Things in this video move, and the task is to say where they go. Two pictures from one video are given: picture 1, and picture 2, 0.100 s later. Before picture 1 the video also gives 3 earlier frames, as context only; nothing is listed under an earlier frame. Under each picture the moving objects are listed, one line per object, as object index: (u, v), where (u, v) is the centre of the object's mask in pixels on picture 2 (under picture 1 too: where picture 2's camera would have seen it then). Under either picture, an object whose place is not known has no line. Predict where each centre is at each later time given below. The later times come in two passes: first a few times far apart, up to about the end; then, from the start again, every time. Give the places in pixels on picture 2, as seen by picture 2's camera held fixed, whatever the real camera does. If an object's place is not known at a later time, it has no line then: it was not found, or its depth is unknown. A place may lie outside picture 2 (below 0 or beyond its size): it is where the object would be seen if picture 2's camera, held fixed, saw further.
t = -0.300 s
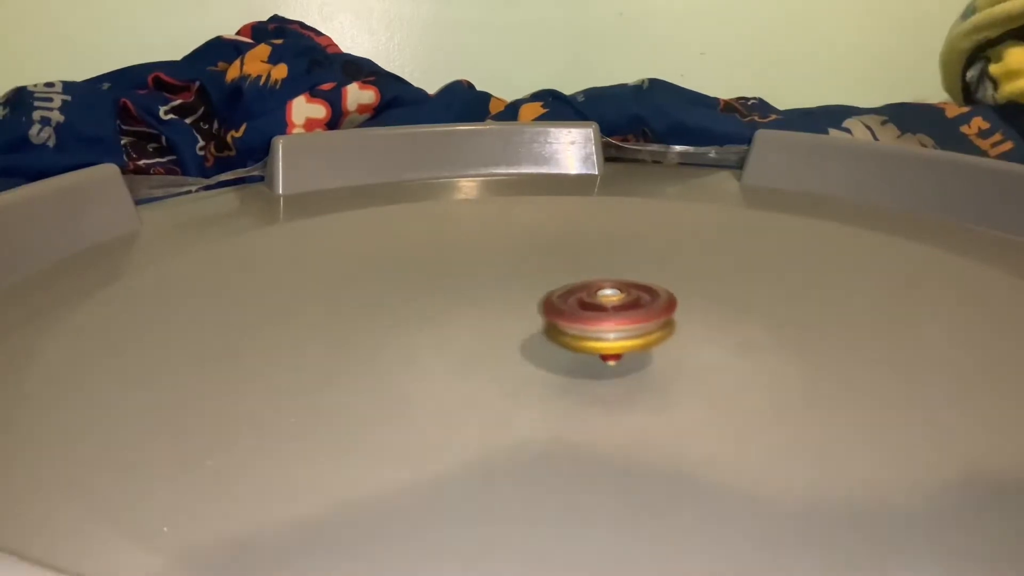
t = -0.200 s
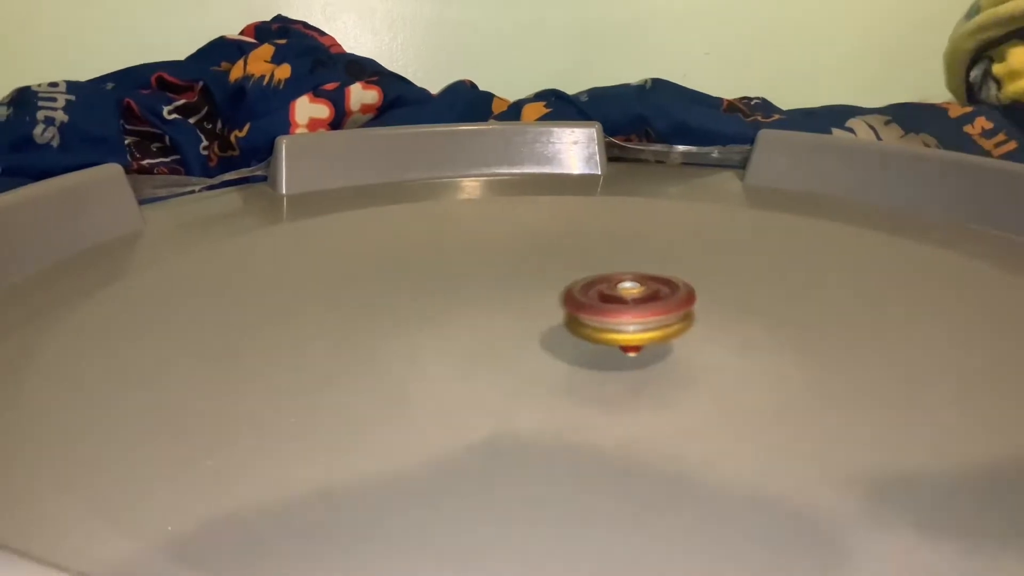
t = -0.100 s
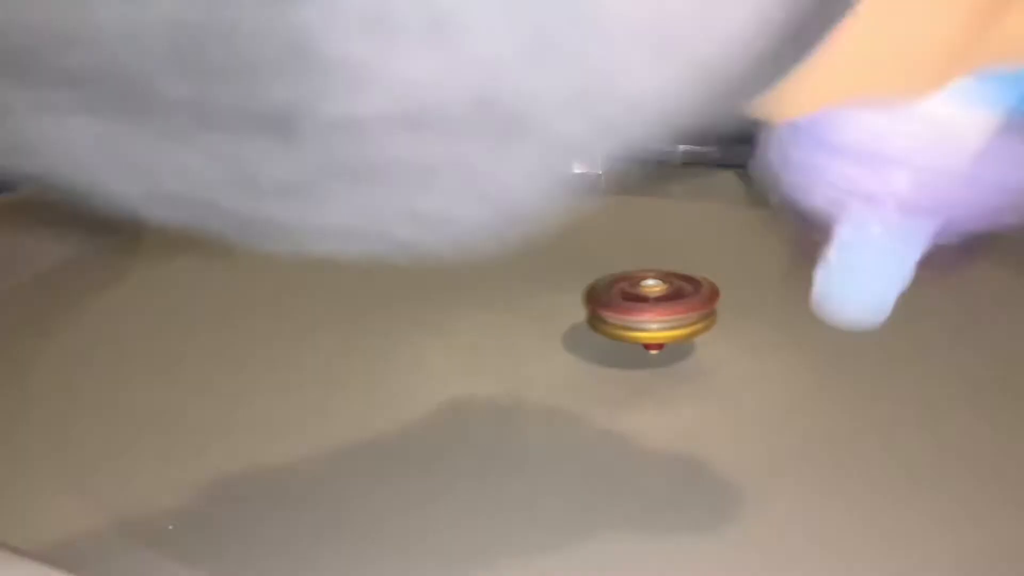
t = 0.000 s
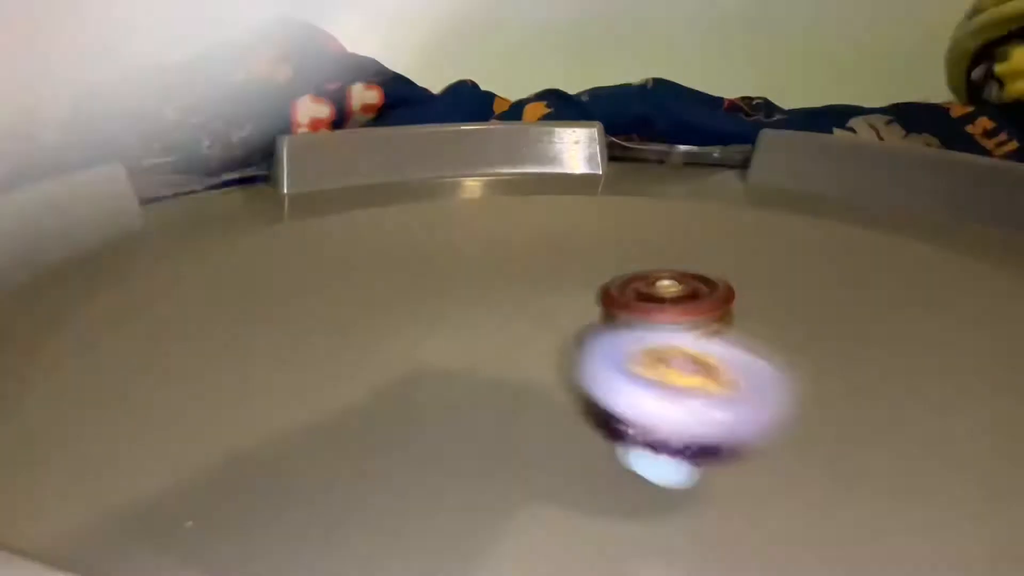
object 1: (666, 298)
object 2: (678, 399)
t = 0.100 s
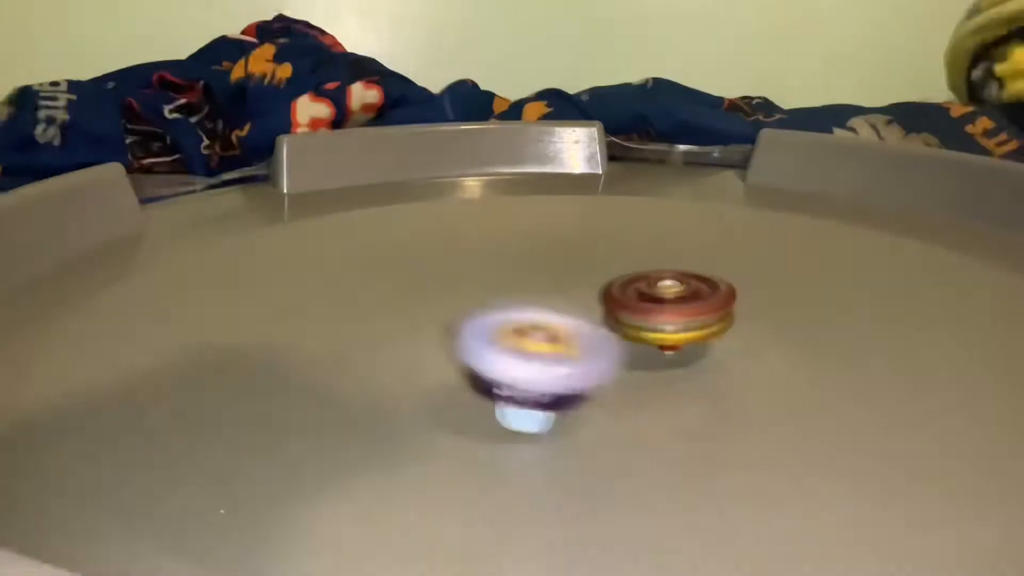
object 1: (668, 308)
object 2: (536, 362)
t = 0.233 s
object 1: (666, 309)
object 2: (411, 302)
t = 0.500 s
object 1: (595, 315)
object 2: (359, 248)
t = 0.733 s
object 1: (572, 297)
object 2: (479, 248)
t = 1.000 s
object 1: (614, 306)
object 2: (395, 256)
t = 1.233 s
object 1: (560, 315)
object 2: (377, 223)
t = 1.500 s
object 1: (537, 304)
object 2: (484, 248)
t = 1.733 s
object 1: (574, 315)
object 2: (419, 249)
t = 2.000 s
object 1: (555, 330)
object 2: (393, 218)
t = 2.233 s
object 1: (539, 322)
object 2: (474, 236)
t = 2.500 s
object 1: (598, 331)
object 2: (438, 277)
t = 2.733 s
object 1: (598, 345)
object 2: (326, 261)
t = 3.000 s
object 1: (580, 339)
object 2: (366, 254)
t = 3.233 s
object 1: (593, 322)
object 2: (446, 296)
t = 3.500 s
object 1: (646, 318)
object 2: (495, 357)
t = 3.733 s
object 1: (636, 325)
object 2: (474, 411)
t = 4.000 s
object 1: (593, 316)
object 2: (403, 394)
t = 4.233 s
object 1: (590, 295)
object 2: (534, 357)
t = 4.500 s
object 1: (590, 299)
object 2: (704, 331)
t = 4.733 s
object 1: (588, 311)
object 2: (841, 320)
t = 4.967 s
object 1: (556, 316)
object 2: (884, 335)
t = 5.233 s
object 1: (539, 315)
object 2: (740, 331)
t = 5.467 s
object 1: (533, 316)
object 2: (695, 308)
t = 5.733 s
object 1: (543, 326)
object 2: (796, 288)
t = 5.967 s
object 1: (551, 330)
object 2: (856, 291)
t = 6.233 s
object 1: (569, 333)
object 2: (765, 308)
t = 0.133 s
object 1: (667, 308)
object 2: (497, 344)
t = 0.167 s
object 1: (668, 308)
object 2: (465, 329)
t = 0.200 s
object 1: (668, 308)
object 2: (438, 314)
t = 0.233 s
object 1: (666, 309)
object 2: (411, 302)
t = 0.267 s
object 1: (661, 310)
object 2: (387, 293)
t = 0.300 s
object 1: (655, 312)
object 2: (367, 285)
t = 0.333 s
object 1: (647, 314)
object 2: (350, 278)
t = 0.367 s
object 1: (637, 316)
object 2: (341, 271)
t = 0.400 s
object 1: (626, 318)
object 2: (337, 264)
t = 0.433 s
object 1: (615, 318)
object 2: (339, 258)
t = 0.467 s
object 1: (606, 317)
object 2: (347, 253)
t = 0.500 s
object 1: (595, 315)
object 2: (359, 248)
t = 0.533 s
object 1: (585, 314)
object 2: (375, 245)
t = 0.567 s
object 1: (577, 312)
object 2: (394, 244)
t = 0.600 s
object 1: (572, 309)
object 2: (415, 245)
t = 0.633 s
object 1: (568, 306)
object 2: (436, 248)
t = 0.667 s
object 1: (565, 302)
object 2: (457, 251)
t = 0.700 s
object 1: (565, 299)
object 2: (474, 256)
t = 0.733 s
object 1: (572, 297)
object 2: (479, 248)
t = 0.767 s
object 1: (584, 298)
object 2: (472, 245)
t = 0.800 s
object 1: (596, 297)
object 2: (464, 260)
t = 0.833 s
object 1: (603, 297)
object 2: (455, 261)
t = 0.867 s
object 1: (609, 297)
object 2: (446, 263)
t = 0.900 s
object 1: (613, 299)
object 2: (435, 263)
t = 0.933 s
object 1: (616, 301)
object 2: (423, 261)
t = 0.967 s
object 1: (616, 303)
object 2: (409, 259)
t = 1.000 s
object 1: (614, 306)
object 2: (395, 256)
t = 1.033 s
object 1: (609, 309)
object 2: (381, 252)
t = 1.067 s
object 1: (602, 311)
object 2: (369, 246)
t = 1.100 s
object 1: (593, 313)
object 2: (362, 241)
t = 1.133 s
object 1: (583, 315)
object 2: (358, 235)
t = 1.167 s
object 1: (573, 316)
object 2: (359, 230)
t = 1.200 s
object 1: (566, 316)
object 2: (366, 226)
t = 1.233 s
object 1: (560, 315)
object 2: (377, 223)
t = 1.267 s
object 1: (556, 313)
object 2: (389, 222)
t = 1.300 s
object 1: (553, 312)
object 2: (405, 222)
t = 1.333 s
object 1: (550, 311)
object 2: (422, 224)
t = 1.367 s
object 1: (547, 310)
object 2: (438, 228)
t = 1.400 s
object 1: (544, 309)
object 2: (454, 234)
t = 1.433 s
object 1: (540, 307)
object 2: (467, 240)
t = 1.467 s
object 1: (538, 306)
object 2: (478, 244)
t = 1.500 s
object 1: (537, 304)
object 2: (484, 248)
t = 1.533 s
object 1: (545, 306)
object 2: (476, 241)
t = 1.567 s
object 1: (552, 309)
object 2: (463, 246)
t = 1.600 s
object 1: (556, 310)
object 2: (451, 251)
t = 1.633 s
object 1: (560, 310)
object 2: (441, 253)
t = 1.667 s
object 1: (565, 311)
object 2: (433, 253)
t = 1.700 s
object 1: (570, 313)
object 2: (426, 251)
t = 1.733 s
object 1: (574, 315)
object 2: (419, 249)
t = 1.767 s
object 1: (577, 316)
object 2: (411, 246)
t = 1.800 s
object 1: (577, 317)
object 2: (403, 242)
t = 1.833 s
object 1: (575, 320)
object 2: (395, 238)
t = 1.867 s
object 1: (574, 323)
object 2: (389, 234)
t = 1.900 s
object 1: (571, 326)
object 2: (386, 229)
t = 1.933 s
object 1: (568, 328)
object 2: (385, 225)
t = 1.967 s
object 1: (562, 329)
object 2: (388, 221)
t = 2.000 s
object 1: (555, 330)
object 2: (393, 218)
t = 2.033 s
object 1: (549, 330)
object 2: (404, 216)
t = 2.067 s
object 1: (543, 329)
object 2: (414, 216)
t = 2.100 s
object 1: (539, 328)
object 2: (428, 217)
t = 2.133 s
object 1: (536, 326)
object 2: (440, 220)
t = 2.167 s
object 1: (535, 325)
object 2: (453, 225)
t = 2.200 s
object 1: (536, 323)
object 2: (464, 231)
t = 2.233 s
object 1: (539, 322)
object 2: (474, 236)
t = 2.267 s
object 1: (544, 321)
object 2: (482, 244)
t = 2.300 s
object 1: (551, 321)
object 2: (486, 251)
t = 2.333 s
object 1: (558, 320)
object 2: (489, 258)
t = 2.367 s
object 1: (566, 320)
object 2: (491, 266)
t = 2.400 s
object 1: (575, 322)
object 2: (485, 270)
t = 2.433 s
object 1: (585, 325)
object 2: (471, 275)
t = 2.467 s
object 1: (593, 328)
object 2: (455, 277)
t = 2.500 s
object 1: (598, 331)
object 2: (438, 277)
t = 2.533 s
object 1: (601, 334)
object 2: (419, 276)
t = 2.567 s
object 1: (602, 336)
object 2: (400, 275)
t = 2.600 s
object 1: (602, 339)
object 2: (381, 274)
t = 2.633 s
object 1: (601, 341)
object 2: (363, 272)
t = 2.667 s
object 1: (600, 342)
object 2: (347, 269)
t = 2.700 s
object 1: (599, 344)
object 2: (334, 266)
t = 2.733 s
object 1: (598, 345)
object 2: (326, 261)
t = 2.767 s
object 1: (597, 345)
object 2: (321, 257)
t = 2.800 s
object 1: (595, 346)
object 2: (320, 254)
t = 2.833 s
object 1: (593, 346)
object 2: (322, 251)
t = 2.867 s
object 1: (591, 345)
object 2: (326, 250)
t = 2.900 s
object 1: (588, 344)
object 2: (333, 250)
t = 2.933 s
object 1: (585, 343)
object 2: (343, 250)
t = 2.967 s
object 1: (583, 341)
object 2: (354, 251)
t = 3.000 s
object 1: (580, 339)
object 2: (366, 254)
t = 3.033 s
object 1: (578, 337)
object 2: (380, 258)
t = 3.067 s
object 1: (576, 334)
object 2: (392, 262)
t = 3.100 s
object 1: (575, 331)
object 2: (405, 268)
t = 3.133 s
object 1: (576, 328)
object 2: (416, 274)
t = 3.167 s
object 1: (580, 326)
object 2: (425, 281)
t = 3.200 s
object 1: (586, 324)
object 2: (435, 288)
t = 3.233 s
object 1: (593, 322)
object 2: (446, 296)
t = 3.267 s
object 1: (602, 320)
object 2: (455, 303)
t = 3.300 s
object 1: (610, 318)
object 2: (465, 311)
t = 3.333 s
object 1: (618, 317)
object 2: (473, 318)
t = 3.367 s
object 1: (625, 317)
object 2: (480, 325)
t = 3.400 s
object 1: (632, 317)
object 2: (485, 333)
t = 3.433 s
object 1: (638, 317)
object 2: (488, 340)
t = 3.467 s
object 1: (642, 317)
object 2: (493, 347)
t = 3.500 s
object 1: (646, 318)
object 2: (495, 357)
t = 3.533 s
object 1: (649, 319)
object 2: (499, 366)
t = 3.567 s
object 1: (650, 320)
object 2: (502, 375)
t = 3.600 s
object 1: (650, 322)
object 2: (502, 384)
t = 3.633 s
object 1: (649, 322)
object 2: (500, 392)
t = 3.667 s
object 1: (646, 324)
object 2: (494, 399)
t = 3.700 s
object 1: (641, 325)
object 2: (485, 407)
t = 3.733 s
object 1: (636, 325)
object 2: (474, 411)
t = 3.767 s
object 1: (630, 325)
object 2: (459, 416)
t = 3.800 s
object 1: (622, 325)
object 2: (442, 417)
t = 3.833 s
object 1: (616, 324)
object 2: (428, 415)
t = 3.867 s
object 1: (610, 323)
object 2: (415, 413)
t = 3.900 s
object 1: (604, 322)
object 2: (406, 411)
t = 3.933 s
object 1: (600, 320)
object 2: (400, 405)
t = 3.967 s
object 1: (597, 318)
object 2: (399, 400)
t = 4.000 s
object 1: (593, 316)
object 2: (403, 394)
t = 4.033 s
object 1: (589, 315)
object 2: (414, 387)
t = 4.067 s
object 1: (586, 314)
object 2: (428, 380)
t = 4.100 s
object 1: (584, 312)
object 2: (445, 375)
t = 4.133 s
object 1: (586, 309)
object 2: (466, 370)
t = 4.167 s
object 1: (588, 306)
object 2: (487, 365)
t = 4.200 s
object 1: (591, 301)
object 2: (510, 361)
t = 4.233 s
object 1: (590, 295)
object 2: (534, 357)
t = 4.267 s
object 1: (588, 288)
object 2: (558, 352)
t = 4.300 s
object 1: (583, 286)
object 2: (580, 350)
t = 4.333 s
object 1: (583, 285)
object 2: (602, 345)
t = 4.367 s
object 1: (580, 287)
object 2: (623, 341)
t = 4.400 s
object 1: (578, 289)
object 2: (643, 339)
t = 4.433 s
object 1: (581, 293)
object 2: (664, 336)
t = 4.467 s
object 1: (585, 297)
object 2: (684, 334)
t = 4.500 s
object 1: (590, 299)
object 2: (704, 331)
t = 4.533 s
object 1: (596, 301)
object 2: (725, 329)
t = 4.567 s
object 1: (599, 303)
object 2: (746, 327)
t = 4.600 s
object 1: (599, 304)
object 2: (766, 325)
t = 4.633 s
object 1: (598, 306)
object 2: (785, 323)
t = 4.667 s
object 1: (596, 307)
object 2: (805, 322)
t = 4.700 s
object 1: (592, 309)
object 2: (823, 321)
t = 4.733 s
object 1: (588, 311)
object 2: (841, 320)
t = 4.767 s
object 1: (585, 313)
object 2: (857, 320)
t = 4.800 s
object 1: (581, 315)
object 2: (871, 322)
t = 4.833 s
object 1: (573, 316)
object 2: (883, 324)
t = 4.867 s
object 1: (568, 317)
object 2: (889, 327)
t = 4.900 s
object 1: (563, 317)
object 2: (892, 330)
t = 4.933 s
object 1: (560, 316)
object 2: (891, 332)
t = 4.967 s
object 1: (556, 316)
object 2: (884, 335)
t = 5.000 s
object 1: (553, 315)
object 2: (875, 337)
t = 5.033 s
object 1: (550, 315)
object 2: (862, 339)
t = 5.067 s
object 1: (547, 315)
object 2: (844, 341)
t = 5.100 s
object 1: (545, 314)
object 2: (826, 341)
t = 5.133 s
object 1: (543, 314)
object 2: (805, 340)
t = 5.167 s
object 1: (541, 314)
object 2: (784, 338)
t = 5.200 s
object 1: (540, 315)
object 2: (761, 335)
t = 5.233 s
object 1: (539, 315)
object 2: (740, 331)
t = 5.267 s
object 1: (539, 315)
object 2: (721, 327)
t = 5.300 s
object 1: (538, 315)
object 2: (701, 323)
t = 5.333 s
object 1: (539, 316)
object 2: (681, 320)
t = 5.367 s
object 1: (534, 315)
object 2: (679, 314)
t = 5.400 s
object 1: (532, 315)
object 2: (684, 314)
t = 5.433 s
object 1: (532, 315)
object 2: (689, 311)
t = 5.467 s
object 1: (533, 316)
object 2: (695, 308)
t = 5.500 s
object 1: (534, 317)
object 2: (701, 307)
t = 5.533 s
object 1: (537, 319)
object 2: (711, 303)
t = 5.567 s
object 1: (539, 320)
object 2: (725, 301)
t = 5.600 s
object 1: (540, 322)
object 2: (739, 299)
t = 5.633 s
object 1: (541, 323)
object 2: (754, 296)
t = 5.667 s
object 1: (543, 324)
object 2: (770, 293)
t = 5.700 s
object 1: (543, 325)
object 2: (783, 290)
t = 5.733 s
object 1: (543, 326)
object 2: (796, 288)
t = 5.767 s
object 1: (544, 327)
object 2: (809, 286)
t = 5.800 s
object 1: (544, 328)
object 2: (821, 285)
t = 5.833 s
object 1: (545, 328)
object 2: (832, 285)
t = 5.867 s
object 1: (546, 329)
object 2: (843, 285)
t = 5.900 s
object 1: (548, 329)
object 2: (851, 287)
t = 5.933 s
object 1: (549, 330)
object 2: (855, 288)
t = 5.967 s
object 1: (551, 330)
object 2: (856, 291)
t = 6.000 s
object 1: (553, 331)
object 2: (854, 293)
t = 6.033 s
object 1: (556, 331)
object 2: (849, 296)
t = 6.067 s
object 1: (557, 332)
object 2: (841, 300)
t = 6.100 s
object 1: (559, 332)
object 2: (831, 302)
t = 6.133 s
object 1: (561, 332)
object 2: (818, 305)
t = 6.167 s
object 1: (564, 332)
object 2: (802, 305)
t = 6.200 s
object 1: (567, 333)
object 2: (784, 307)
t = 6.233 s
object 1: (569, 333)
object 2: (765, 308)
